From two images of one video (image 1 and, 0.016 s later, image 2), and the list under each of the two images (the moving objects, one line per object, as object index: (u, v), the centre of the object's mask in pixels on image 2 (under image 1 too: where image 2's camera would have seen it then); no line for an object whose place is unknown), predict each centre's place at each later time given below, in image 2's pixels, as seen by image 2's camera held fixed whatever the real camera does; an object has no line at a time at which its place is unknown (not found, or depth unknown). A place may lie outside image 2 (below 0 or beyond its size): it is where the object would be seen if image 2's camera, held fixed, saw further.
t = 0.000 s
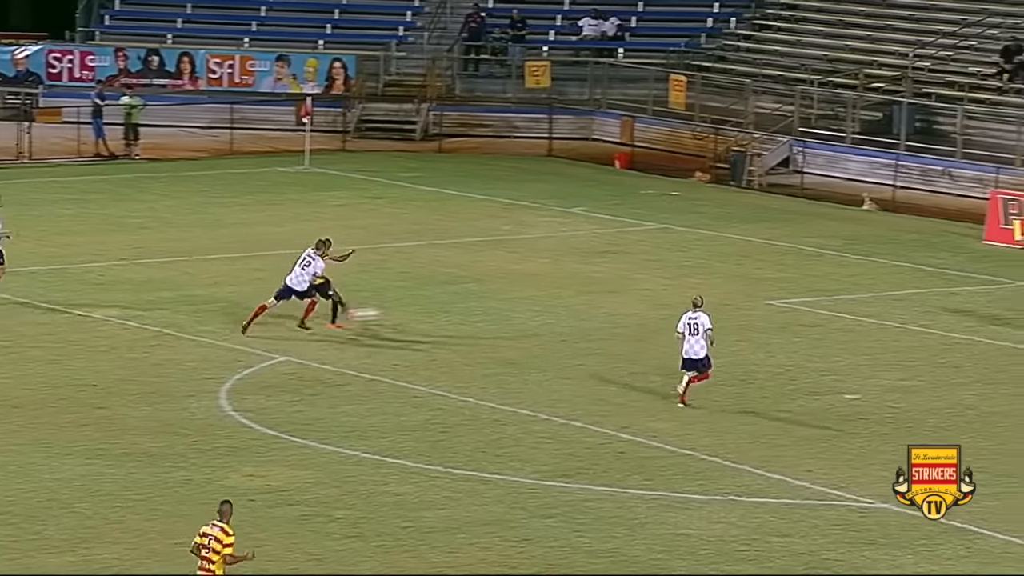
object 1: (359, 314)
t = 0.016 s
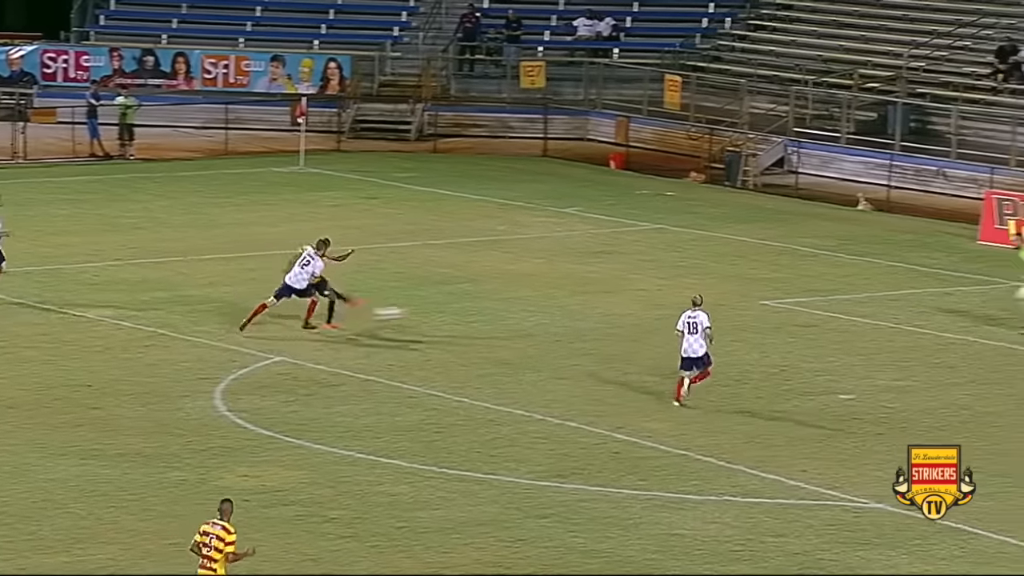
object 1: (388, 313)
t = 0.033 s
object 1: (416, 311)
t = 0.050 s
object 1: (446, 309)
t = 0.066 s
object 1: (475, 307)
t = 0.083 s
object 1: (506, 306)
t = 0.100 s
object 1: (533, 304)
